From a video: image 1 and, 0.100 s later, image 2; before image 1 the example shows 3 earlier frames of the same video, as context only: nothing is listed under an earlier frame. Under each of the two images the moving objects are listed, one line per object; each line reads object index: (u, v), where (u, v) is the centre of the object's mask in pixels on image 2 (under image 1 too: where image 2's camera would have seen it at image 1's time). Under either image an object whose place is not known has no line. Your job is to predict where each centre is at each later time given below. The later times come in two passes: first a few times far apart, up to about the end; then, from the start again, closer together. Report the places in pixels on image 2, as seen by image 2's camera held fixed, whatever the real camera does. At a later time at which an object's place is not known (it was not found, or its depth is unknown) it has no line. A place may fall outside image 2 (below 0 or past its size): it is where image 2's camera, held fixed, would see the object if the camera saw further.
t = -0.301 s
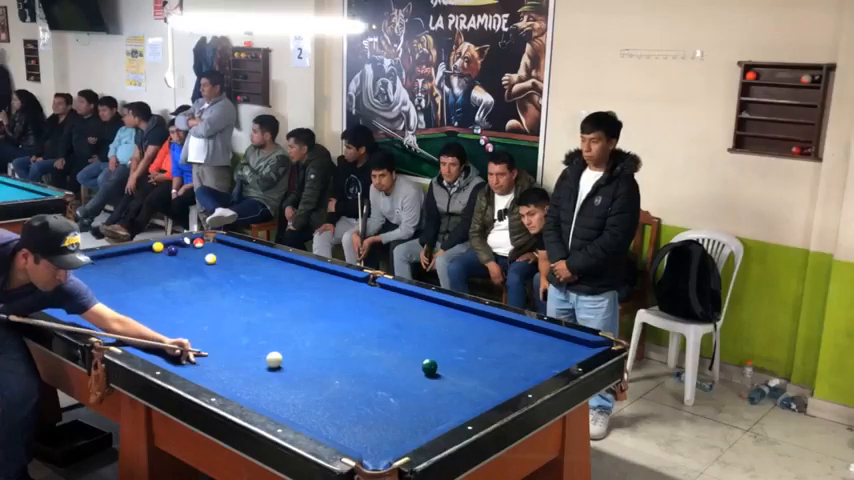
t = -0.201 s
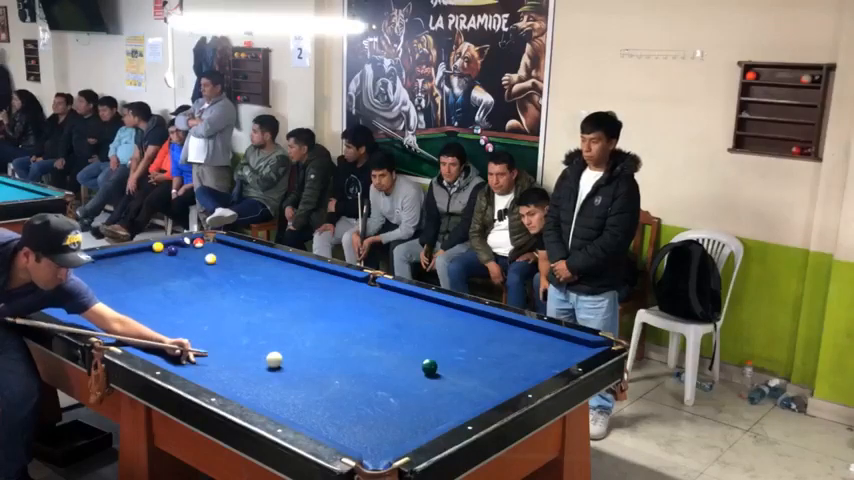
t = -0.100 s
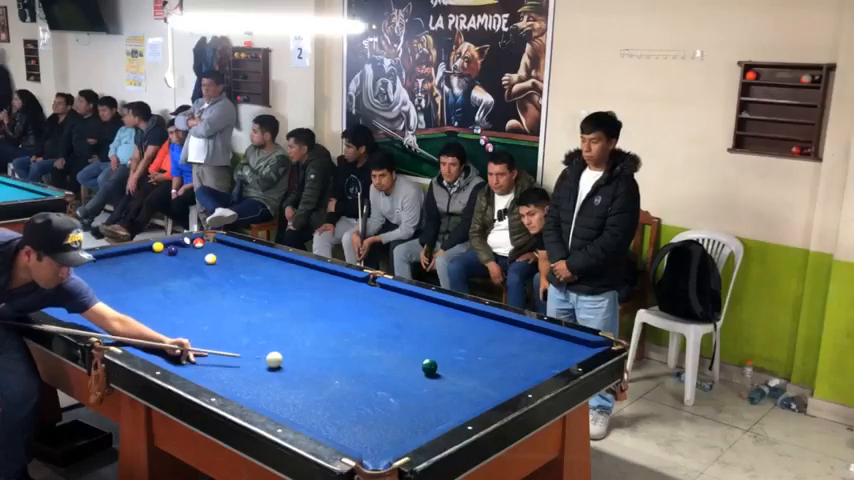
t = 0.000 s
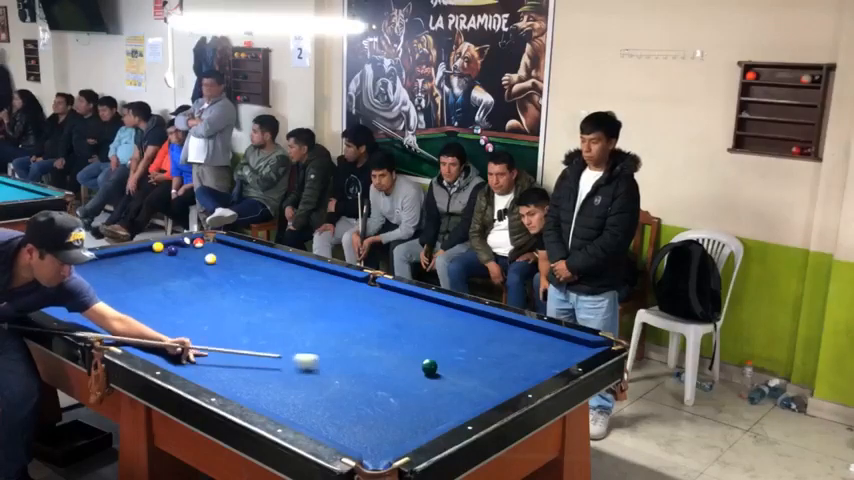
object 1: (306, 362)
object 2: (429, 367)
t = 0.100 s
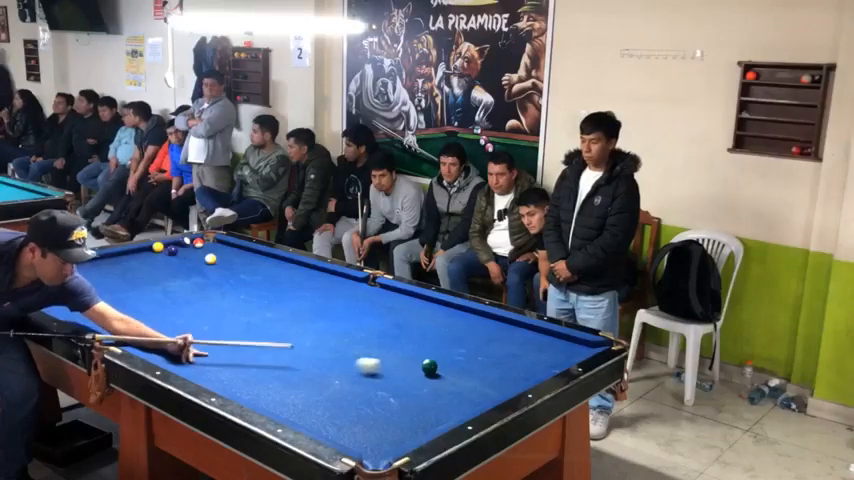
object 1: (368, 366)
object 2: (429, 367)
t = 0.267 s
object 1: (427, 378)
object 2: (456, 362)
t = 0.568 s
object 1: (470, 399)
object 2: (522, 352)
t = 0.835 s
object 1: (423, 391)
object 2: (574, 344)
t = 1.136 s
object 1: (374, 381)
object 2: (577, 350)
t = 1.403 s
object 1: (333, 373)
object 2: (553, 356)
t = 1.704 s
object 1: (291, 366)
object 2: (526, 360)
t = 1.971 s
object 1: (256, 359)
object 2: (503, 363)
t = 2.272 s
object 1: (219, 352)
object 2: (476, 367)
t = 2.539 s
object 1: (190, 347)
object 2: (454, 370)
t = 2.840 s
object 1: (158, 340)
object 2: (430, 373)
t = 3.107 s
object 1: (132, 335)
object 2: (408, 376)
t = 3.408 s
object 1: (106, 328)
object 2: (385, 379)
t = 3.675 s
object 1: (95, 323)
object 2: (366, 381)
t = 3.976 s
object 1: (88, 317)
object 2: (346, 383)
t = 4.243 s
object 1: (82, 313)
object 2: (329, 386)
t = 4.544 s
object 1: (76, 309)
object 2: (310, 387)
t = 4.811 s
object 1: (72, 305)
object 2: (296, 388)
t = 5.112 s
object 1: (68, 301)
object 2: (281, 390)
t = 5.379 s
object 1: (65, 299)
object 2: (270, 391)
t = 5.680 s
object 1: (61, 296)
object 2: (259, 393)
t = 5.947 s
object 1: (58, 294)
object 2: (251, 393)
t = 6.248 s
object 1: (55, 293)
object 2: (243, 392)
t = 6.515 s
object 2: (241, 392)
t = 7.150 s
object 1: (50, 289)
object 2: (241, 392)
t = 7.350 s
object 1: (49, 290)
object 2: (241, 392)
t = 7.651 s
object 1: (49, 290)
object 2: (241, 392)
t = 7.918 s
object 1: (49, 290)
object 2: (241, 392)
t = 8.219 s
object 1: (49, 290)
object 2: (241, 392)
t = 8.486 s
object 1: (49, 290)
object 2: (241, 392)
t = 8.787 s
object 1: (49, 290)
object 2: (241, 392)
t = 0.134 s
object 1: (388, 367)
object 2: (429, 367)
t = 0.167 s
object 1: (406, 369)
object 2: (429, 367)
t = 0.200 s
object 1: (417, 371)
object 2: (435, 366)
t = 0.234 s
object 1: (422, 375)
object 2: (446, 364)
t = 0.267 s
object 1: (427, 378)
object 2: (456, 362)
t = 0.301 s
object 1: (433, 382)
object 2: (465, 361)
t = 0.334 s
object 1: (441, 385)
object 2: (472, 361)
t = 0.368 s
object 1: (448, 388)
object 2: (480, 359)
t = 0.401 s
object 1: (456, 392)
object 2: (487, 359)
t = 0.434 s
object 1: (463, 395)
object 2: (495, 358)
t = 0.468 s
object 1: (471, 398)
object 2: (501, 356)
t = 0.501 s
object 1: (478, 399)
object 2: (508, 355)
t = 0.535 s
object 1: (477, 399)
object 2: (516, 354)
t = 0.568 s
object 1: (470, 399)
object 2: (522, 352)
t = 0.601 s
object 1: (464, 399)
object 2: (529, 352)
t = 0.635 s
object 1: (458, 397)
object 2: (536, 351)
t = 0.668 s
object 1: (452, 396)
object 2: (542, 349)
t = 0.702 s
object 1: (446, 395)
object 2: (549, 349)
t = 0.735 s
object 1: (441, 394)
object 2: (555, 348)
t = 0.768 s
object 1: (434, 393)
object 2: (561, 346)
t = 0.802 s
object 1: (429, 392)
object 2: (568, 346)
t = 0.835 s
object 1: (423, 391)
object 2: (574, 344)
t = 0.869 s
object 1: (418, 389)
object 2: (581, 344)
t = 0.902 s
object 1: (412, 388)
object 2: (584, 343)
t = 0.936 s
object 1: (406, 387)
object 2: (584, 345)
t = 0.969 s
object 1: (401, 386)
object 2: (584, 346)
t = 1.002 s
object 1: (395, 385)
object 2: (584, 347)
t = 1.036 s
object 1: (390, 384)
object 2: (583, 348)
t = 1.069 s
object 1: (385, 383)
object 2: (582, 348)
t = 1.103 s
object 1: (380, 382)
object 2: (580, 349)
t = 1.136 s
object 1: (374, 381)
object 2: (577, 350)
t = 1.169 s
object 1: (369, 380)
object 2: (574, 351)
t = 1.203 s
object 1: (363, 379)
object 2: (570, 352)
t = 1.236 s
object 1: (358, 378)
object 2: (568, 353)
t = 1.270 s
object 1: (353, 377)
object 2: (565, 354)
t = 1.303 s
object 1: (348, 376)
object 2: (562, 354)
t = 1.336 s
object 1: (343, 375)
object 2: (560, 355)
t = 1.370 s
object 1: (338, 374)
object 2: (557, 356)
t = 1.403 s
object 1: (333, 373)
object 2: (553, 356)
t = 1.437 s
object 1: (329, 372)
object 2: (550, 356)
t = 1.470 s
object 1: (323, 372)
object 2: (547, 356)
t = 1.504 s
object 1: (319, 371)
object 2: (544, 357)
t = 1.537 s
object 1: (314, 370)
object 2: (541, 358)
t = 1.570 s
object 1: (309, 369)
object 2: (538, 358)
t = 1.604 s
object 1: (305, 367)
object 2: (535, 359)
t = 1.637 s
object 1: (300, 367)
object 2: (532, 359)
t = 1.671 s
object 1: (295, 366)
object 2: (529, 360)
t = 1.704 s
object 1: (291, 366)
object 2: (526, 360)
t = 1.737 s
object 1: (286, 365)
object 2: (523, 360)
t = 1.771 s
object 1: (282, 364)
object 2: (520, 360)
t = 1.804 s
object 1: (277, 363)
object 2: (517, 361)
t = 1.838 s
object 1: (273, 362)
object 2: (514, 361)
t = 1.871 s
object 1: (269, 361)
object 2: (511, 362)
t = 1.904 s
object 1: (265, 361)
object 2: (508, 362)
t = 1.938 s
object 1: (260, 360)
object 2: (505, 362)
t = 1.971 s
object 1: (256, 359)
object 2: (503, 363)
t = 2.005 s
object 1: (252, 358)
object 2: (500, 363)
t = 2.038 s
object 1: (248, 357)
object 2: (497, 364)
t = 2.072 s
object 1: (243, 357)
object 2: (494, 364)
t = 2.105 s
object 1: (239, 356)
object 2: (491, 364)
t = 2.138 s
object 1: (235, 355)
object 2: (488, 365)
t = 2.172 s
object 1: (231, 354)
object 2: (485, 365)
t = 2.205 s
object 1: (227, 354)
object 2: (482, 365)
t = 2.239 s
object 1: (223, 353)
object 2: (479, 366)
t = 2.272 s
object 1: (219, 352)
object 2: (476, 367)
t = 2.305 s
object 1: (216, 352)
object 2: (474, 368)
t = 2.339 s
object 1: (212, 351)
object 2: (471, 368)
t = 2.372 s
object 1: (208, 350)
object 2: (468, 368)
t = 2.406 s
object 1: (204, 349)
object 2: (465, 368)
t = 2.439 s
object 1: (200, 349)
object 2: (462, 369)
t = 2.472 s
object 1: (196, 348)
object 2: (459, 369)
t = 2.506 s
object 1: (193, 347)
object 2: (457, 369)
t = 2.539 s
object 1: (190, 347)
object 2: (454, 370)
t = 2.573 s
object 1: (185, 346)
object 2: (451, 370)
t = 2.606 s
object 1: (182, 345)
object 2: (448, 371)
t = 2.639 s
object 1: (179, 344)
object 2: (446, 371)
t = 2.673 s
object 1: (175, 344)
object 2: (443, 371)
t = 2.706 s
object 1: (171, 343)
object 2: (440, 371)
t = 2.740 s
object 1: (168, 342)
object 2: (437, 372)
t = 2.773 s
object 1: (164, 342)
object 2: (435, 372)
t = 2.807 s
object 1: (161, 341)
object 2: (432, 373)
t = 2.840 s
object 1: (158, 340)
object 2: (430, 373)
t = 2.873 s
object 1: (154, 340)
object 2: (427, 373)
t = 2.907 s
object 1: (151, 339)
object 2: (424, 374)
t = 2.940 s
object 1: (148, 339)
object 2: (421, 374)
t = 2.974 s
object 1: (144, 338)
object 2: (418, 375)
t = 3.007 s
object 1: (141, 338)
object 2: (416, 375)
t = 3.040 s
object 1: (138, 337)
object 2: (413, 376)
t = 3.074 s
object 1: (135, 336)
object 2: (410, 376)
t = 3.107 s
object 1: (132, 335)
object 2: (408, 376)
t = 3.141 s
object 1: (129, 335)
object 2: (405, 377)
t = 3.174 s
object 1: (126, 334)
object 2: (402, 377)
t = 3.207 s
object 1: (124, 332)
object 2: (400, 377)
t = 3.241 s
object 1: (120, 333)
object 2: (398, 378)
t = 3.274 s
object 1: (117, 332)
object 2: (395, 377)
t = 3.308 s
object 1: (115, 331)
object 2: (392, 378)
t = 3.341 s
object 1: (111, 330)
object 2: (390, 378)
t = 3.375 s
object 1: (108, 329)
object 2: (387, 378)
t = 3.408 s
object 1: (106, 328)
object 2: (385, 379)
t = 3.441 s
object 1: (103, 328)
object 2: (383, 379)
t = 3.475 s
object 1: (100, 327)
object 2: (380, 380)
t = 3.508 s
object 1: (99, 326)
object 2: (378, 379)
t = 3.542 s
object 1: (98, 326)
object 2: (375, 380)
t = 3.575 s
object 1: (97, 325)
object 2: (373, 380)
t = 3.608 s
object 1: (96, 324)
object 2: (370, 380)
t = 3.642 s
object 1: (96, 324)
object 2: (368, 381)
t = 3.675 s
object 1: (95, 323)
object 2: (366, 381)
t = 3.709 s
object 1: (94, 322)
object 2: (363, 381)
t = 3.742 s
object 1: (93, 322)
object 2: (361, 382)
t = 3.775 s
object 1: (93, 321)
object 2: (359, 382)
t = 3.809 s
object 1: (92, 320)
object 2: (356, 382)
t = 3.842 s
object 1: (91, 320)
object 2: (354, 383)
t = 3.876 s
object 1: (90, 319)
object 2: (352, 383)
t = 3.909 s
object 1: (89, 319)
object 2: (350, 383)
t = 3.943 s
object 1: (89, 318)
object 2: (348, 383)
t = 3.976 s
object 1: (88, 317)
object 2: (346, 383)
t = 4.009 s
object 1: (87, 317)
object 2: (343, 384)
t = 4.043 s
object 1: (86, 316)
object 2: (341, 384)
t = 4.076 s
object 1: (86, 316)
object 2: (339, 384)
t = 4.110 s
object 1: (85, 315)
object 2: (337, 385)
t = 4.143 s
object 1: (84, 315)
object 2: (335, 385)
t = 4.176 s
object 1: (83, 314)
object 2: (333, 385)
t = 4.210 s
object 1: (83, 314)
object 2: (331, 385)
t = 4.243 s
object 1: (82, 313)
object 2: (329, 386)
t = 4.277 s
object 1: (82, 313)
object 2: (326, 385)
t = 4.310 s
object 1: (81, 312)
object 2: (324, 385)
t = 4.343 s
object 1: (80, 312)
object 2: (322, 386)
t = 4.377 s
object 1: (80, 311)
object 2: (320, 386)
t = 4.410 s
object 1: (79, 311)
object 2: (318, 386)
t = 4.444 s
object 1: (78, 310)
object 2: (316, 386)
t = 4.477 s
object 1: (78, 310)
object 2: (314, 387)
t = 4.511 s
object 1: (77, 309)
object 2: (312, 387)
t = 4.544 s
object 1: (76, 309)
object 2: (310, 387)
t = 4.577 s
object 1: (76, 308)
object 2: (309, 387)
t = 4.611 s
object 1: (75, 308)
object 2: (307, 387)
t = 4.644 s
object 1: (75, 307)
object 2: (305, 387)
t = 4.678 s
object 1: (74, 307)
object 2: (303, 388)
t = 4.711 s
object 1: (74, 306)
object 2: (301, 388)
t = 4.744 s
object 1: (73, 306)
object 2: (299, 388)
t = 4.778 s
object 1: (73, 306)
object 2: (297, 388)
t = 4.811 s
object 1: (72, 305)
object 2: (296, 388)
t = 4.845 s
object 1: (72, 304)
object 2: (294, 388)
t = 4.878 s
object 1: (72, 304)
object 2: (293, 388)
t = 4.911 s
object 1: (71, 304)
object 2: (291, 389)
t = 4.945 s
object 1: (71, 303)
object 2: (289, 389)
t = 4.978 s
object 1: (70, 303)
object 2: (288, 389)
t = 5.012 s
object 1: (70, 302)
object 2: (286, 389)
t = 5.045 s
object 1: (69, 302)
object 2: (284, 390)
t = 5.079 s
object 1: (69, 302)
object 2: (283, 390)
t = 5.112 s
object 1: (68, 301)
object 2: (281, 390)
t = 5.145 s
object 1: (68, 301)
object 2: (280, 390)
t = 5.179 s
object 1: (67, 301)
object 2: (278, 391)
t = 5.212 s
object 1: (67, 300)
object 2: (277, 390)
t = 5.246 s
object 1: (67, 300)
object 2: (276, 391)
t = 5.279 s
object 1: (66, 300)
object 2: (274, 391)
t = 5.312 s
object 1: (66, 299)
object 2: (273, 391)
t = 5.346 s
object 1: (65, 299)
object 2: (271, 391)
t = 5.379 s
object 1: (65, 299)
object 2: (270, 391)
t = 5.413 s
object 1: (64, 298)
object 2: (269, 392)
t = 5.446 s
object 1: (64, 298)
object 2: (267, 392)
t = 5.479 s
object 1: (63, 298)
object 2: (266, 392)
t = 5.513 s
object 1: (63, 297)
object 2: (265, 392)
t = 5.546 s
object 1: (63, 297)
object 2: (264, 392)
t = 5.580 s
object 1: (62, 297)
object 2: (263, 392)
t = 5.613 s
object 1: (62, 296)
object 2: (261, 393)
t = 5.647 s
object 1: (61, 296)
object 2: (260, 393)
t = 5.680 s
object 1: (61, 296)
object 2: (259, 393)
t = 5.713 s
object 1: (61, 296)
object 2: (258, 393)
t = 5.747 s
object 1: (60, 295)
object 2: (257, 393)
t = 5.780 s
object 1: (60, 295)
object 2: (256, 393)
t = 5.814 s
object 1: (60, 295)
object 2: (255, 393)
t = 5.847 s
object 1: (59, 295)
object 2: (254, 393)
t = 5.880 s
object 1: (59, 295)
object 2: (253, 393)
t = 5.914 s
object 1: (59, 294)
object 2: (252, 393)
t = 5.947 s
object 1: (58, 294)
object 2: (251, 393)
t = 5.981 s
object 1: (58, 294)
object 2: (250, 393)
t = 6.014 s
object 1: (59, 293)
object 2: (249, 393)
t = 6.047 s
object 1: (56, 293)
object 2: (248, 393)
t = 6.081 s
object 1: (57, 293)
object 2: (247, 393)
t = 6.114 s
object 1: (57, 293)
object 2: (246, 393)
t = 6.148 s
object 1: (57, 293)
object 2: (246, 393)
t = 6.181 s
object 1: (56, 293)
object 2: (245, 392)
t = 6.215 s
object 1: (56, 293)
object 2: (244, 392)
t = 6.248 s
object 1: (55, 293)
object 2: (243, 392)
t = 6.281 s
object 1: (55, 293)
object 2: (242, 392)
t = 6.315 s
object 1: (55, 292)
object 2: (242, 392)
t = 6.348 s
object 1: (58, 291)
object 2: (242, 392)
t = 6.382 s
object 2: (241, 392)
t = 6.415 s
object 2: (241, 392)
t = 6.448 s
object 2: (241, 392)
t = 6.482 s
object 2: (241, 392)
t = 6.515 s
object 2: (241, 392)
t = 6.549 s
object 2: (242, 392)
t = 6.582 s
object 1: (53, 290)
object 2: (241, 392)
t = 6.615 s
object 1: (53, 290)
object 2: (242, 392)
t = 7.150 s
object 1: (50, 289)
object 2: (241, 392)
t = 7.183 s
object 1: (50, 289)
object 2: (241, 392)
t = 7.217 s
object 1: (50, 289)
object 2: (241, 392)
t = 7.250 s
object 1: (49, 290)
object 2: (241, 392)
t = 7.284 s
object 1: (49, 290)
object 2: (241, 392)
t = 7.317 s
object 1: (49, 290)
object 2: (241, 392)
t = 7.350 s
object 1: (49, 290)
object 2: (241, 392)
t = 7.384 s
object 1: (49, 290)
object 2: (241, 392)
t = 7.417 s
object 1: (49, 290)
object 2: (241, 392)
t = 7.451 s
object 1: (49, 290)
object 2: (241, 392)
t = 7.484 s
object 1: (49, 290)
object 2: (241, 392)
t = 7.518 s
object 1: (49, 290)
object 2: (241, 392)
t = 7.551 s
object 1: (49, 290)
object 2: (241, 392)
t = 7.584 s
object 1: (49, 290)
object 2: (241, 392)
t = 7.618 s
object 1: (49, 290)
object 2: (241, 392)
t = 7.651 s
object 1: (49, 290)
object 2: (241, 392)
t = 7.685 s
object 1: (49, 290)
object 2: (241, 392)
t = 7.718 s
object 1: (49, 290)
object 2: (241, 392)
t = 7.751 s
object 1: (49, 290)
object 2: (241, 392)
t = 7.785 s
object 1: (49, 290)
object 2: (241, 392)
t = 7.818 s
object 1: (49, 290)
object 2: (241, 392)
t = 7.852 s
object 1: (49, 290)
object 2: (241, 392)
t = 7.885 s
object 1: (49, 290)
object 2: (241, 392)
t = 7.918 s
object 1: (49, 290)
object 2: (241, 392)
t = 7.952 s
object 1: (49, 290)
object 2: (241, 392)
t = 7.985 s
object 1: (49, 290)
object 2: (241, 392)
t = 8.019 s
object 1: (49, 290)
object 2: (241, 392)
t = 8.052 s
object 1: (49, 290)
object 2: (241, 392)
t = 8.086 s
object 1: (49, 290)
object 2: (241, 392)
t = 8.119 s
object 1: (49, 290)
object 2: (241, 392)
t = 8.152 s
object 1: (49, 290)
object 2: (241, 392)
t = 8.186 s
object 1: (49, 290)
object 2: (241, 392)
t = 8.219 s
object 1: (49, 290)
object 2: (241, 392)
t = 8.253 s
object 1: (49, 290)
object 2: (241, 392)
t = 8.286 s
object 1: (49, 290)
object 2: (241, 392)
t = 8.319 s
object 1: (49, 290)
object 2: (241, 392)
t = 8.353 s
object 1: (49, 290)
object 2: (241, 392)
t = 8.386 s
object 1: (49, 290)
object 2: (241, 392)
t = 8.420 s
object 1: (49, 290)
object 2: (241, 392)
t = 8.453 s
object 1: (49, 290)
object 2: (241, 392)
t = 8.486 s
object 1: (49, 290)
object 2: (241, 392)
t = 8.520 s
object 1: (49, 290)
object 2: (241, 392)
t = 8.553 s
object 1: (49, 290)
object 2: (241, 392)
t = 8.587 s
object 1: (49, 290)
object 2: (241, 392)
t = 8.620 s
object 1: (49, 290)
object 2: (241, 392)
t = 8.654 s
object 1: (49, 290)
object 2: (241, 392)
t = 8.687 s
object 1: (49, 290)
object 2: (241, 392)
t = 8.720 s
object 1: (49, 290)
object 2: (241, 392)
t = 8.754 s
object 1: (49, 290)
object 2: (241, 392)
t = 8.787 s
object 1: (49, 290)
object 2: (241, 392)
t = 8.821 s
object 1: (49, 290)
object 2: (241, 392)
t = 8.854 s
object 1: (49, 290)
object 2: (241, 392)
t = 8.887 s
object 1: (49, 290)
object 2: (241, 392)
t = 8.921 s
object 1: (49, 290)
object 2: (241, 392)
